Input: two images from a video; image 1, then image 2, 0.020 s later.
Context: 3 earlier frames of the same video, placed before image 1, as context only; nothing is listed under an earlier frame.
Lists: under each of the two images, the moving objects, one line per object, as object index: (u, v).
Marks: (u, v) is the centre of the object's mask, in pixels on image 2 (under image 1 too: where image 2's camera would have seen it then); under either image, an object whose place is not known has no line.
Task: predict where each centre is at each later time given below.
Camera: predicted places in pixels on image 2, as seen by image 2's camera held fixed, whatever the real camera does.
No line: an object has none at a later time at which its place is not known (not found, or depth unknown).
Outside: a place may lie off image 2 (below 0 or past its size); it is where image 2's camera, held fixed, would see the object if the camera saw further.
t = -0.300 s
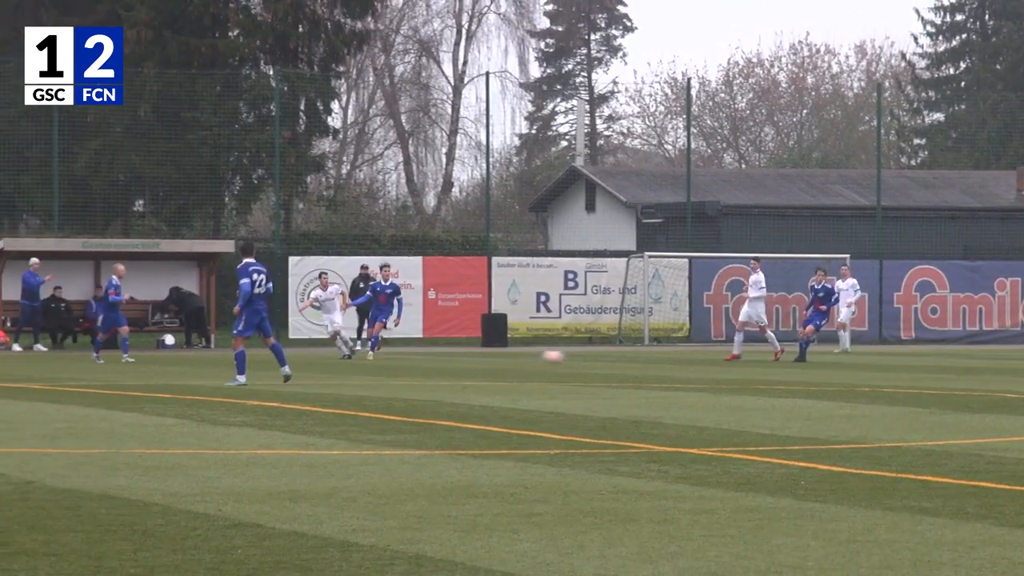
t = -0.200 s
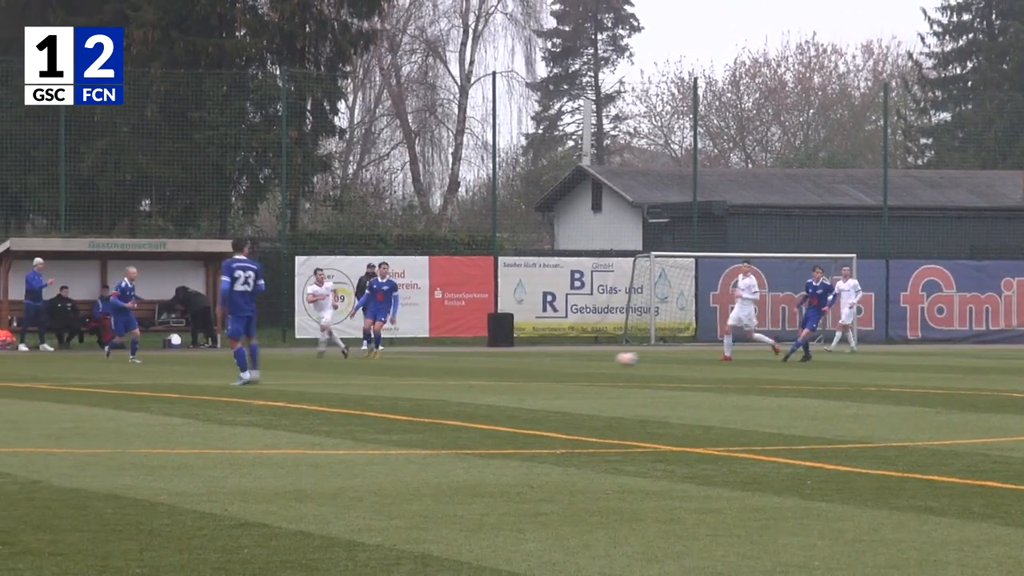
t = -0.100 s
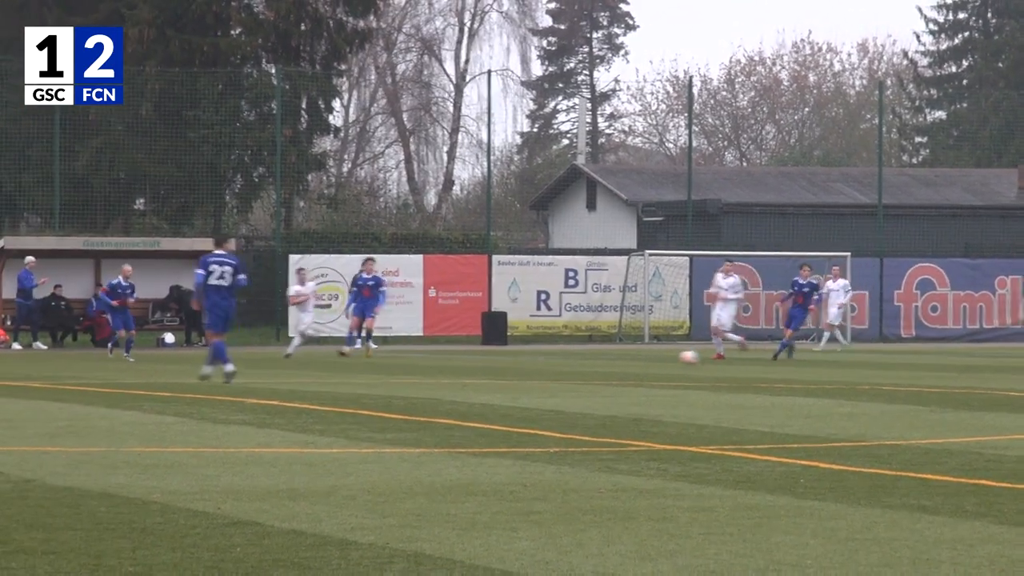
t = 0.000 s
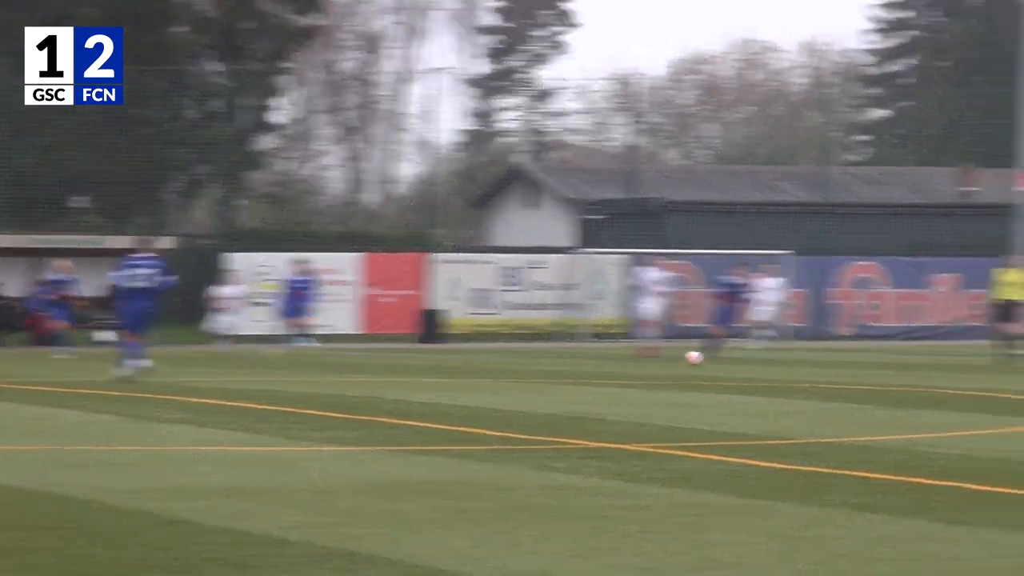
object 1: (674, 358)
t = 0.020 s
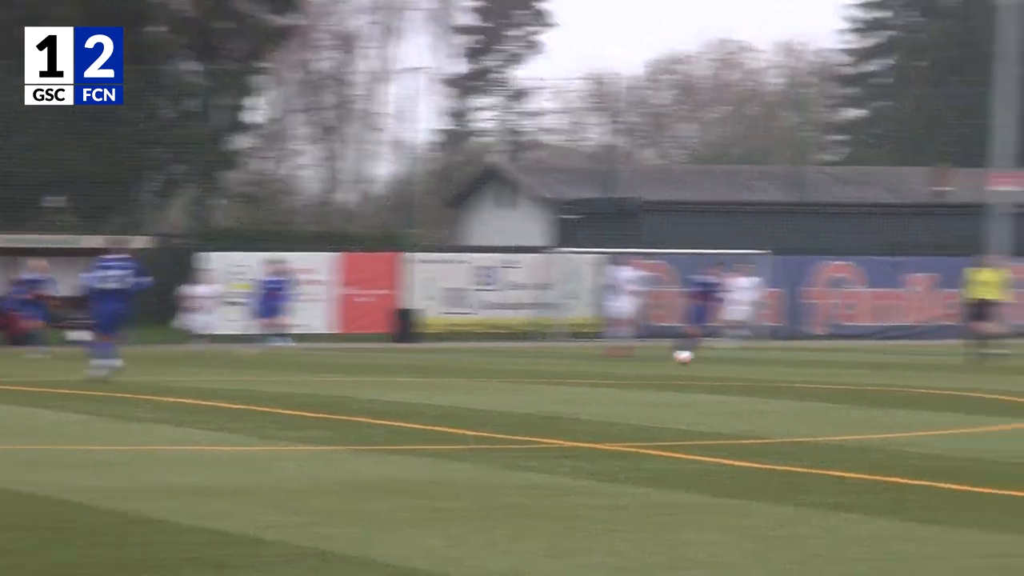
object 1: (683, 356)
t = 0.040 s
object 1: (694, 357)
